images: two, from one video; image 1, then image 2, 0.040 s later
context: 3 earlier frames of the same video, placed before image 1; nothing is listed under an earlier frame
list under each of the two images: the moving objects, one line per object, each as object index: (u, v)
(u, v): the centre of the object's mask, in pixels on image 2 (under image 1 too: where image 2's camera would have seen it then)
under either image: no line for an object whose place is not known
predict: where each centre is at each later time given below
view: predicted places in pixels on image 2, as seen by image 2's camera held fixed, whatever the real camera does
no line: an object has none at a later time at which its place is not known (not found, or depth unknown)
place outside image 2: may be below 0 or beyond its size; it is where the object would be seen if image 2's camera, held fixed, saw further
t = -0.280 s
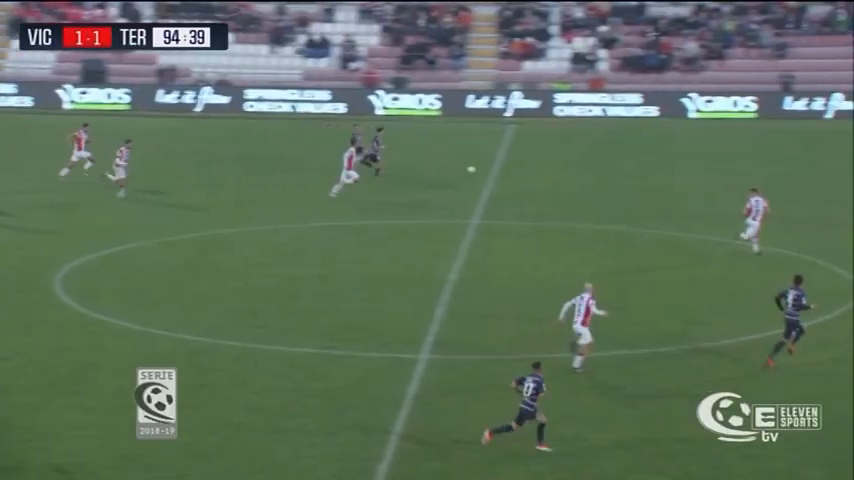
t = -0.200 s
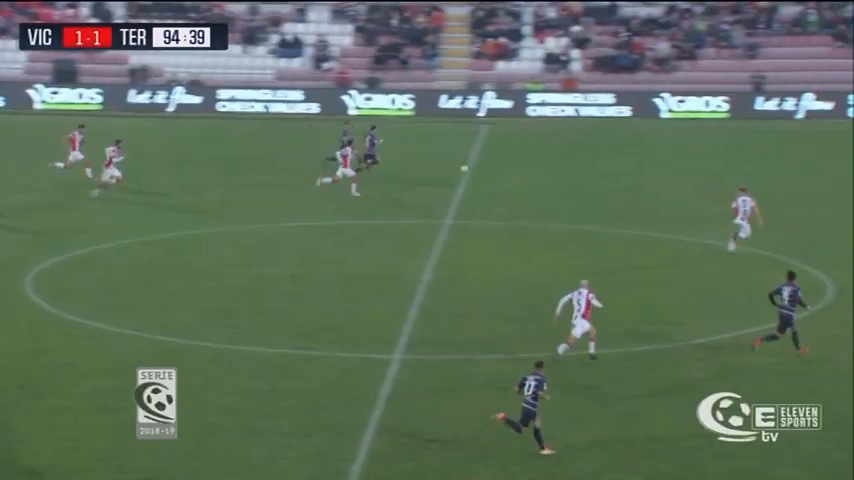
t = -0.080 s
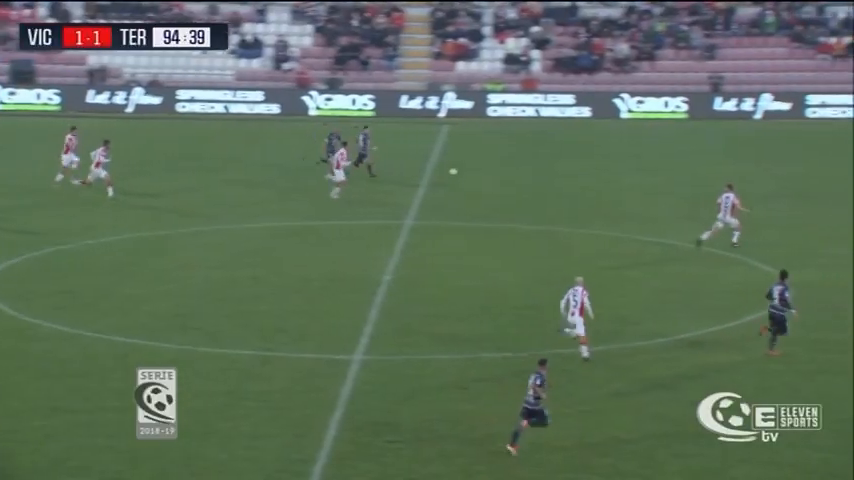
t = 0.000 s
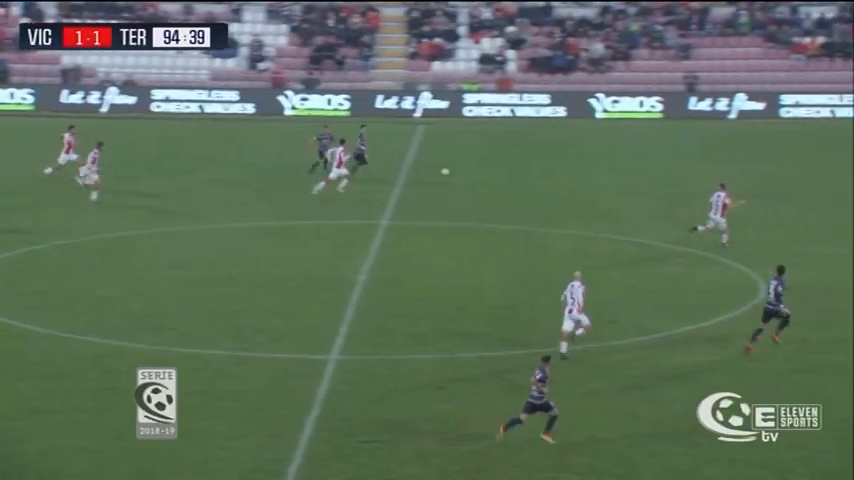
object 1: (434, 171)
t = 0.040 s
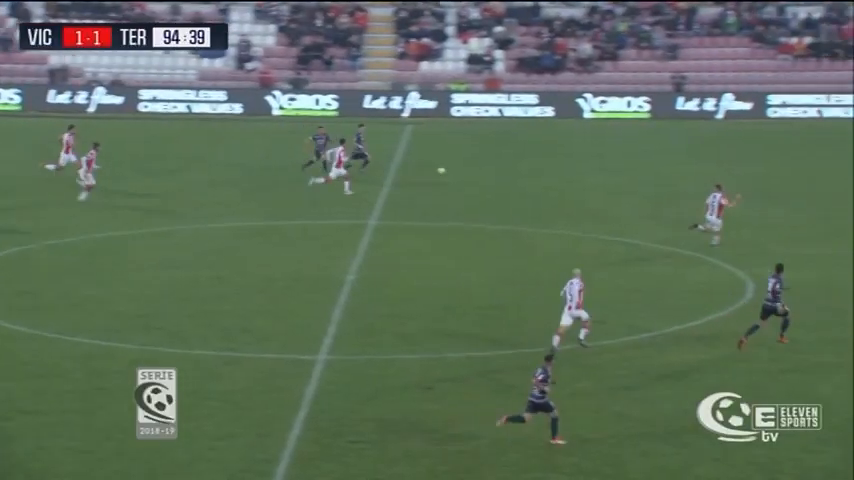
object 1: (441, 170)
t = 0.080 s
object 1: (446, 170)
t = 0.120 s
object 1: (453, 169)
